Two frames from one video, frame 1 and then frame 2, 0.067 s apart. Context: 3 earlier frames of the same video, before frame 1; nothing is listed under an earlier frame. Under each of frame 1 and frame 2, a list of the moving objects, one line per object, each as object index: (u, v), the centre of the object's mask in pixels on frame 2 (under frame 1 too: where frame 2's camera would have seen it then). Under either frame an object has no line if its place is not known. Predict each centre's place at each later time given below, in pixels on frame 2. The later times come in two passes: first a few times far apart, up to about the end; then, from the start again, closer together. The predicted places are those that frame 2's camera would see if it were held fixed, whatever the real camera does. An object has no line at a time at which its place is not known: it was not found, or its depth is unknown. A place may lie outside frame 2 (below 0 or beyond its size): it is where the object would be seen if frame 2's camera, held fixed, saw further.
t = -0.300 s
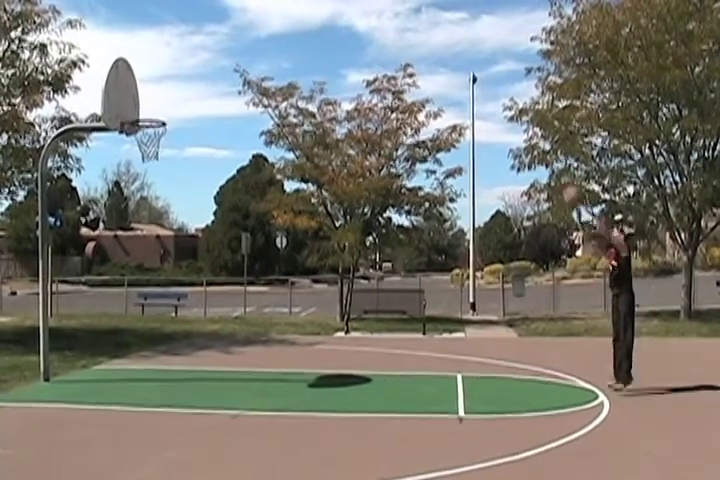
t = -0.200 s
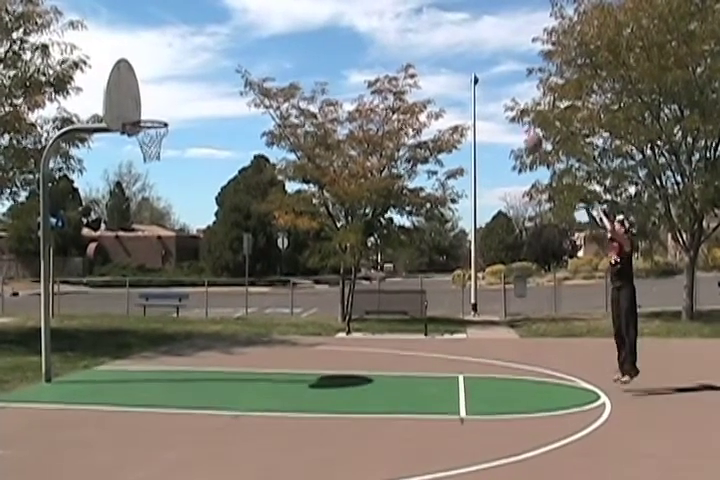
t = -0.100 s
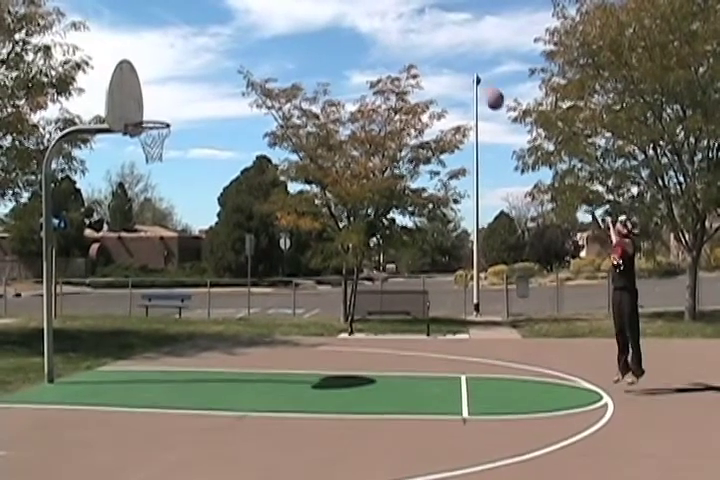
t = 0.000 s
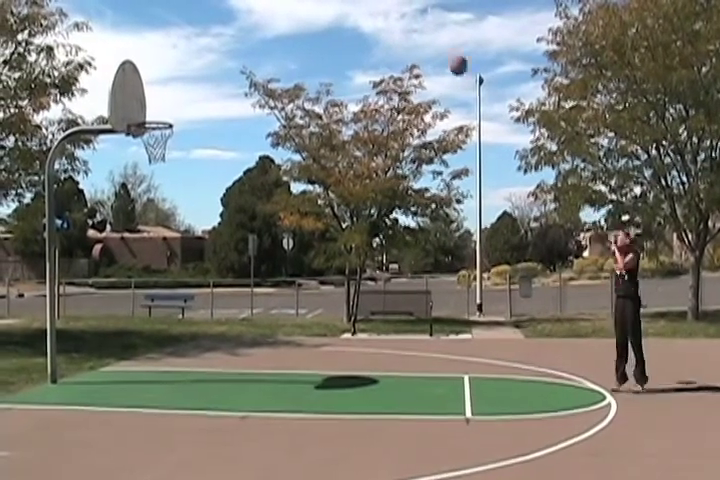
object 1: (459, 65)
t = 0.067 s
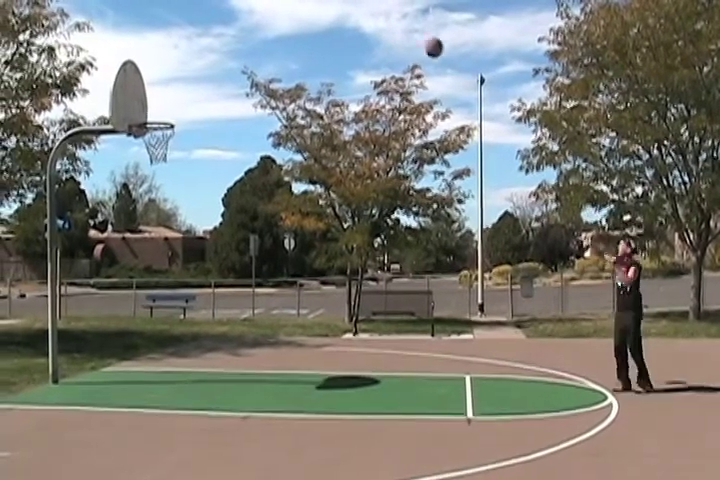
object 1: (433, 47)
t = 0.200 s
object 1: (383, 24)
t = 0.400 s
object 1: (309, 19)
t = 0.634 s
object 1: (227, 56)
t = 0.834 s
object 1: (159, 122)
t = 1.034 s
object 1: (146, 139)
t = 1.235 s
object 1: (158, 164)
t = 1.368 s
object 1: (166, 199)
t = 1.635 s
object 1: (184, 314)
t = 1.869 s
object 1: (197, 324)
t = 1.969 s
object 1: (203, 287)
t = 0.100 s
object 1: (421, 40)
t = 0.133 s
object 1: (408, 34)
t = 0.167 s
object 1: (396, 28)
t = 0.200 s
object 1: (383, 24)
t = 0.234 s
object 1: (371, 21)
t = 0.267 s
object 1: (358, 19)
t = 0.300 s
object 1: (345, 17)
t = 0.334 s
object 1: (334, 17)
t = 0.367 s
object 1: (321, 18)
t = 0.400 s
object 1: (309, 19)
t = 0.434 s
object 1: (298, 21)
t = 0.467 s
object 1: (285, 25)
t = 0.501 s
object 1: (274, 29)
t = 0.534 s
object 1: (262, 35)
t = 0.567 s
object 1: (250, 41)
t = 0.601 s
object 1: (239, 49)
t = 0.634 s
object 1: (227, 56)
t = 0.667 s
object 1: (215, 65)
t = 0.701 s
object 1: (204, 75)
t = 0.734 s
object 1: (193, 85)
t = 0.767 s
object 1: (181, 97)
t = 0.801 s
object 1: (170, 109)
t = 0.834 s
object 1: (159, 122)
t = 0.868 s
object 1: (148, 137)
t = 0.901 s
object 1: (144, 139)
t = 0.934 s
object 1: (144, 138)
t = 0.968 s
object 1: (144, 137)
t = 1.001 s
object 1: (144, 137)
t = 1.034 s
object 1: (146, 139)
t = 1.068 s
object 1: (147, 140)
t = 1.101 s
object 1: (149, 144)
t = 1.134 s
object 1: (151, 147)
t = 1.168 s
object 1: (153, 151)
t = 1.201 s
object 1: (155, 157)
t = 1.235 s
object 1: (158, 164)
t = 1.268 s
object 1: (160, 171)
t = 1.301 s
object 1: (162, 180)
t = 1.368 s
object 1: (166, 199)
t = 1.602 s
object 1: (180, 297)
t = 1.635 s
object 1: (184, 314)
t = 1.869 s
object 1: (197, 324)
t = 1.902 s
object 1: (199, 311)
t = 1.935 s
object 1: (201, 300)
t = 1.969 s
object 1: (203, 287)
